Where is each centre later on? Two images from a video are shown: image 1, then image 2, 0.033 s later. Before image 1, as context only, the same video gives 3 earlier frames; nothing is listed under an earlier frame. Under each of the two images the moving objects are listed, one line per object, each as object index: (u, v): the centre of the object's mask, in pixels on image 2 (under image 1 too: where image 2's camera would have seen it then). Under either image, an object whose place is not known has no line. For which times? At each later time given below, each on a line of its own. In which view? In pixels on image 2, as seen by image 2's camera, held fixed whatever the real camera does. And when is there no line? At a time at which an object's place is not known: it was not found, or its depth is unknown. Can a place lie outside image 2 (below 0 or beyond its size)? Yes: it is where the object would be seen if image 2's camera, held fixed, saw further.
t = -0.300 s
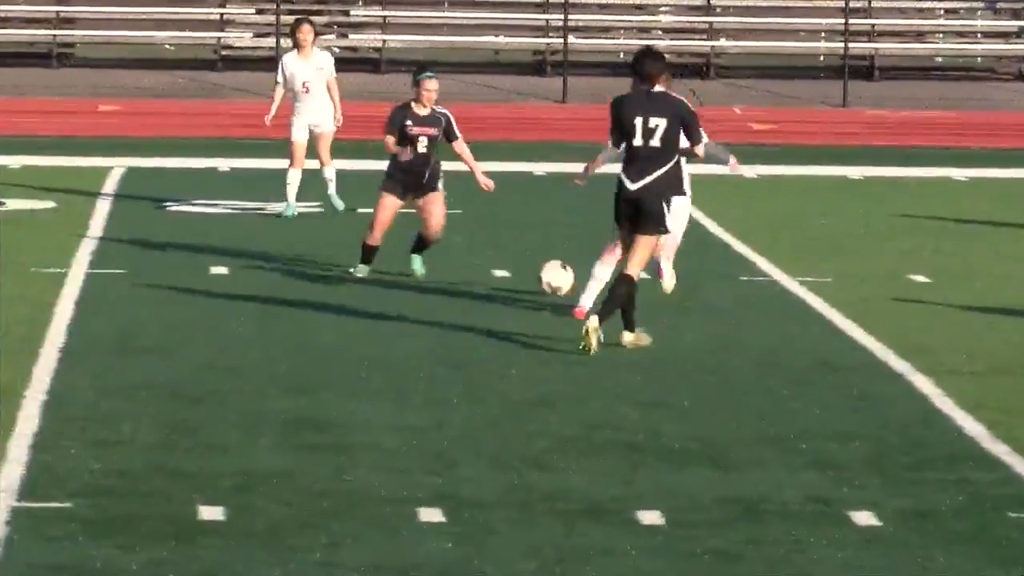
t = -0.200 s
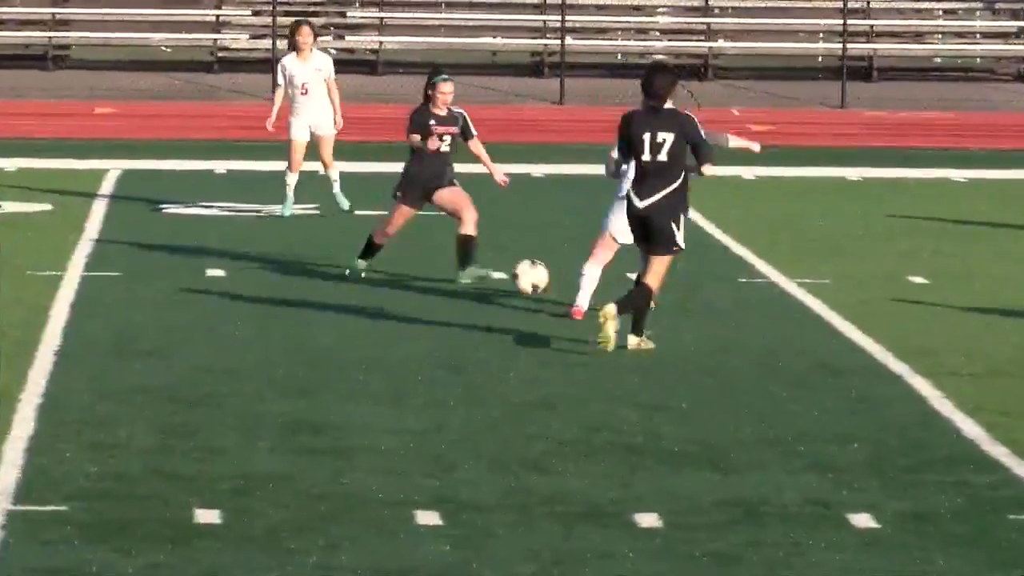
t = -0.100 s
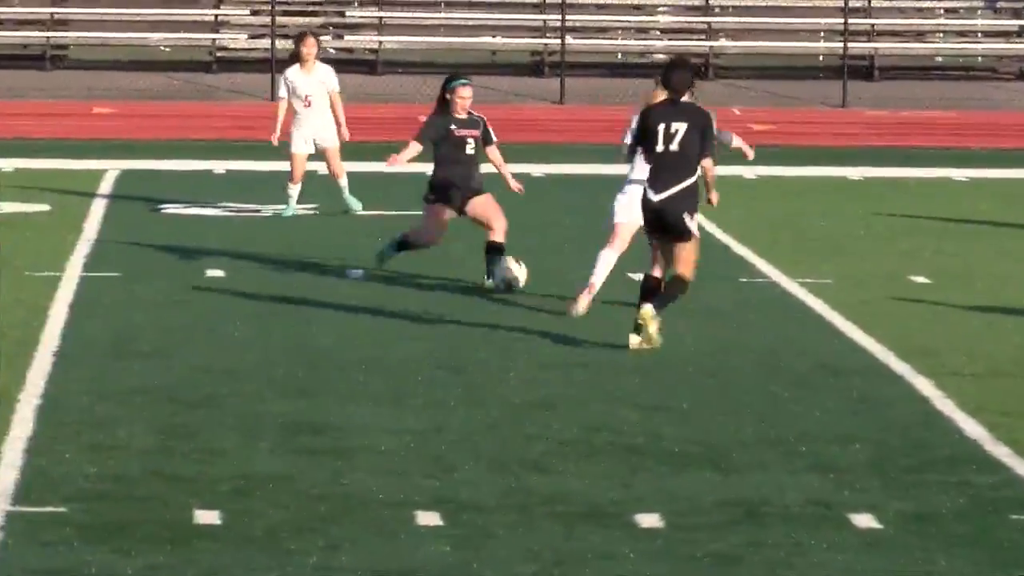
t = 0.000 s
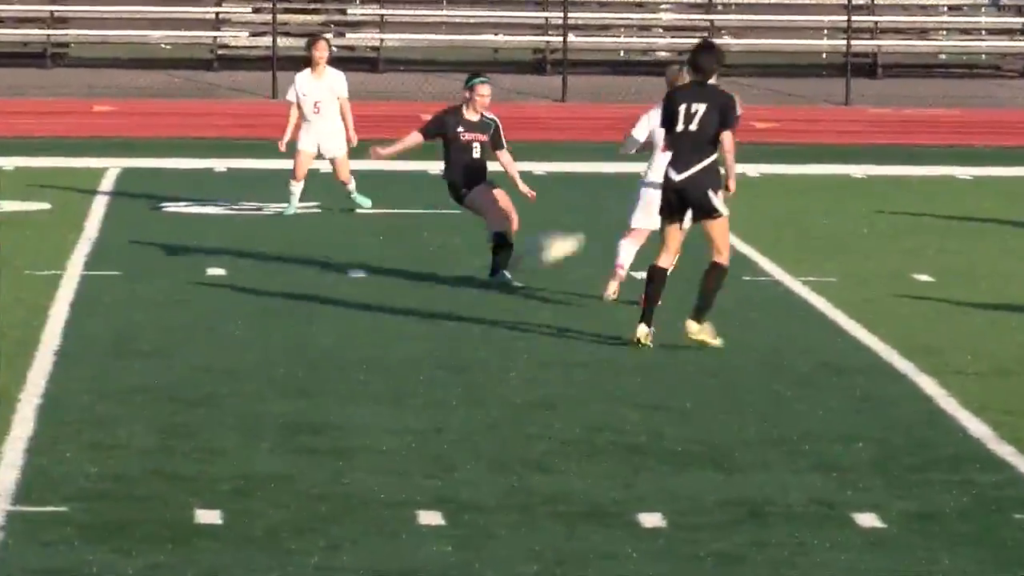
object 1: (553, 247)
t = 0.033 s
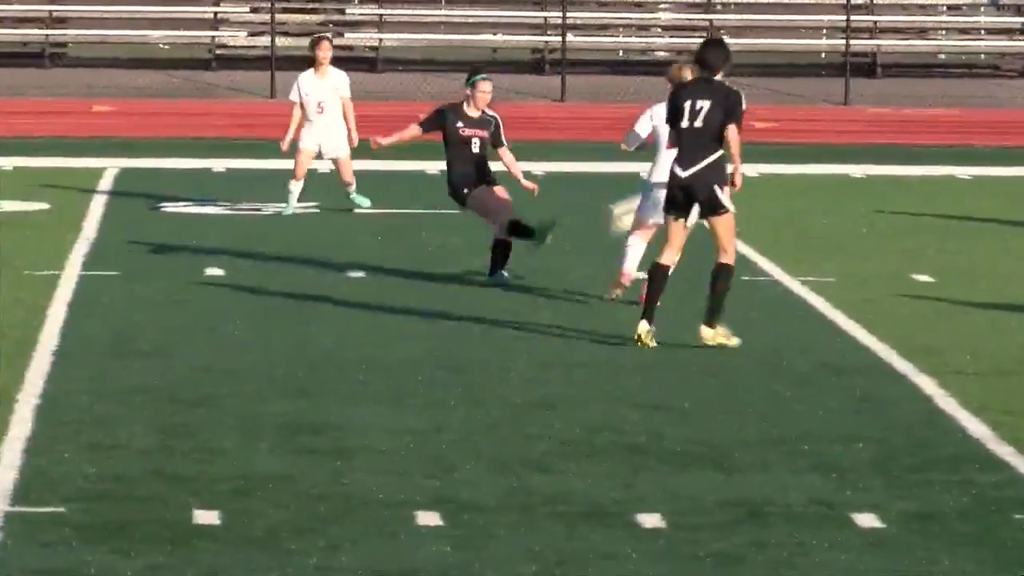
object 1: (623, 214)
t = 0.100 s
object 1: (805, 150)
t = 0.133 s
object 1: (886, 124)
